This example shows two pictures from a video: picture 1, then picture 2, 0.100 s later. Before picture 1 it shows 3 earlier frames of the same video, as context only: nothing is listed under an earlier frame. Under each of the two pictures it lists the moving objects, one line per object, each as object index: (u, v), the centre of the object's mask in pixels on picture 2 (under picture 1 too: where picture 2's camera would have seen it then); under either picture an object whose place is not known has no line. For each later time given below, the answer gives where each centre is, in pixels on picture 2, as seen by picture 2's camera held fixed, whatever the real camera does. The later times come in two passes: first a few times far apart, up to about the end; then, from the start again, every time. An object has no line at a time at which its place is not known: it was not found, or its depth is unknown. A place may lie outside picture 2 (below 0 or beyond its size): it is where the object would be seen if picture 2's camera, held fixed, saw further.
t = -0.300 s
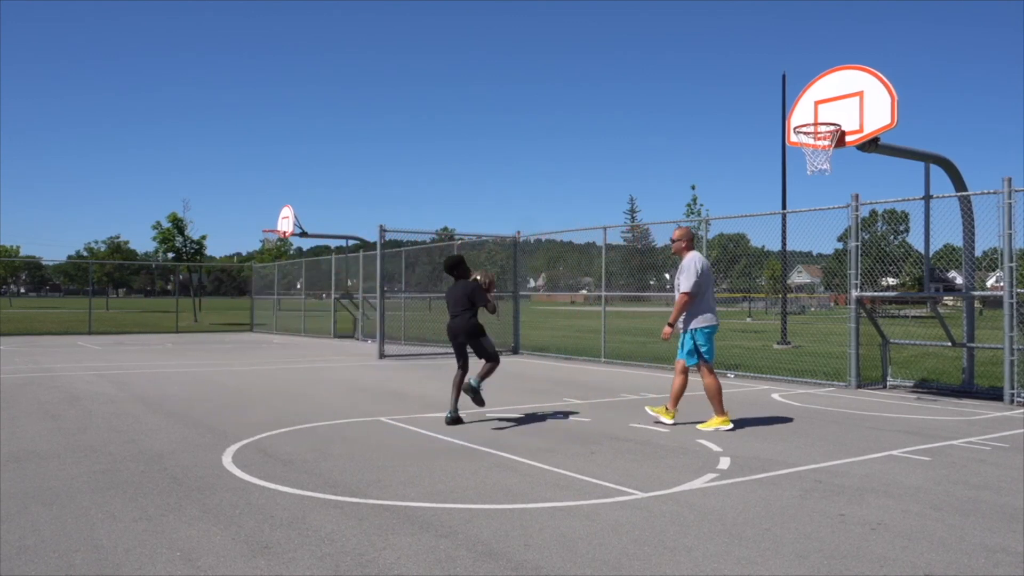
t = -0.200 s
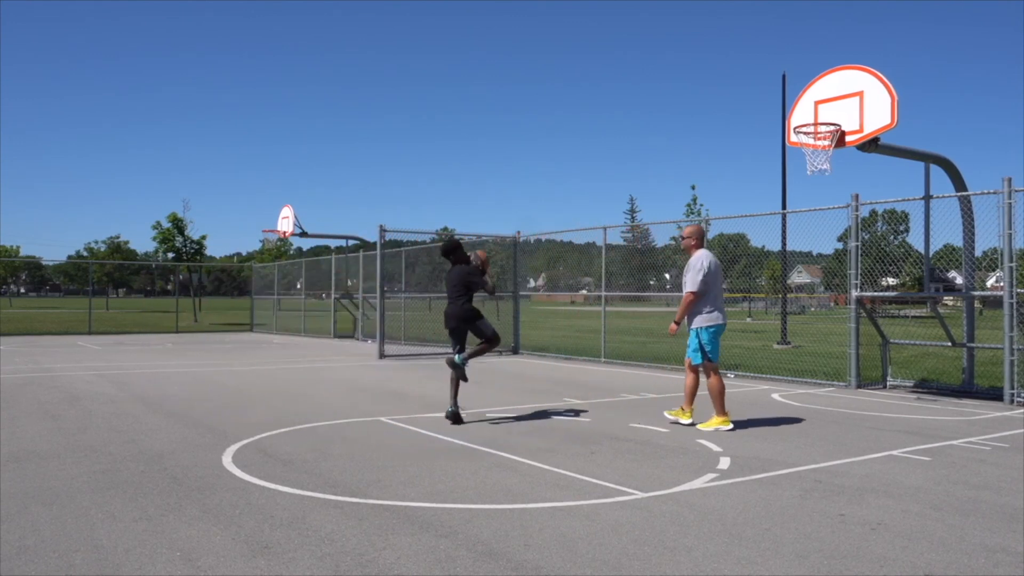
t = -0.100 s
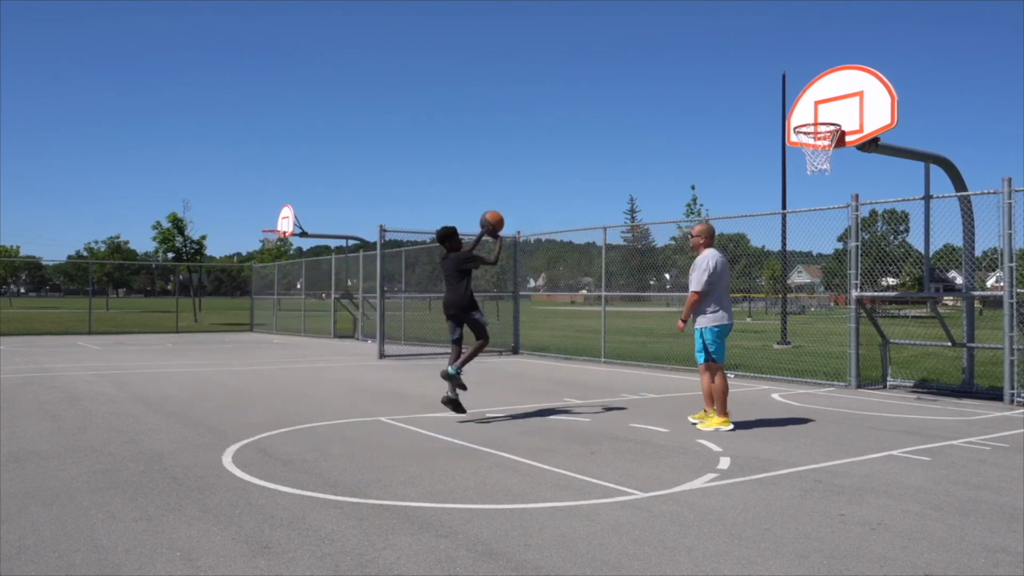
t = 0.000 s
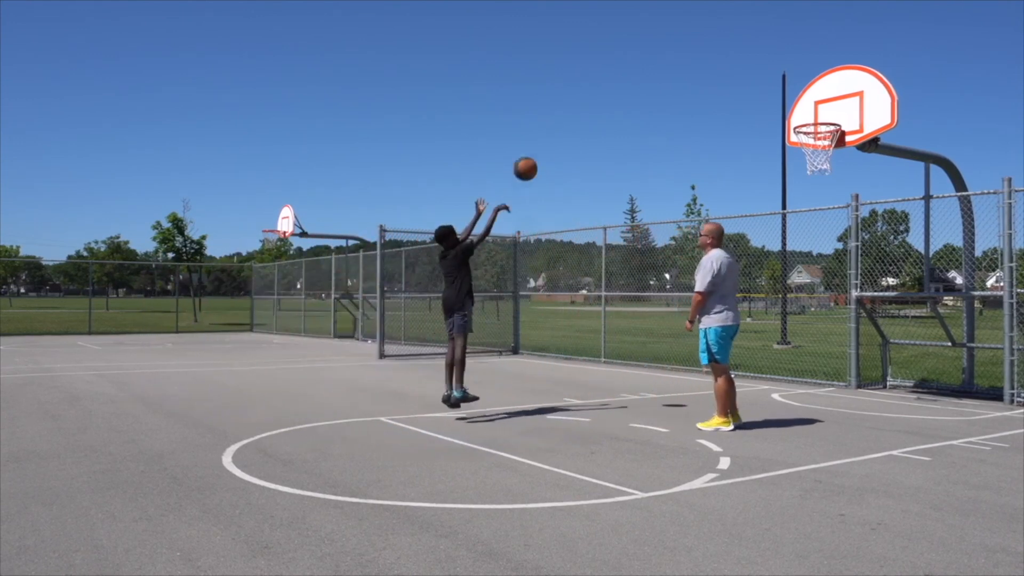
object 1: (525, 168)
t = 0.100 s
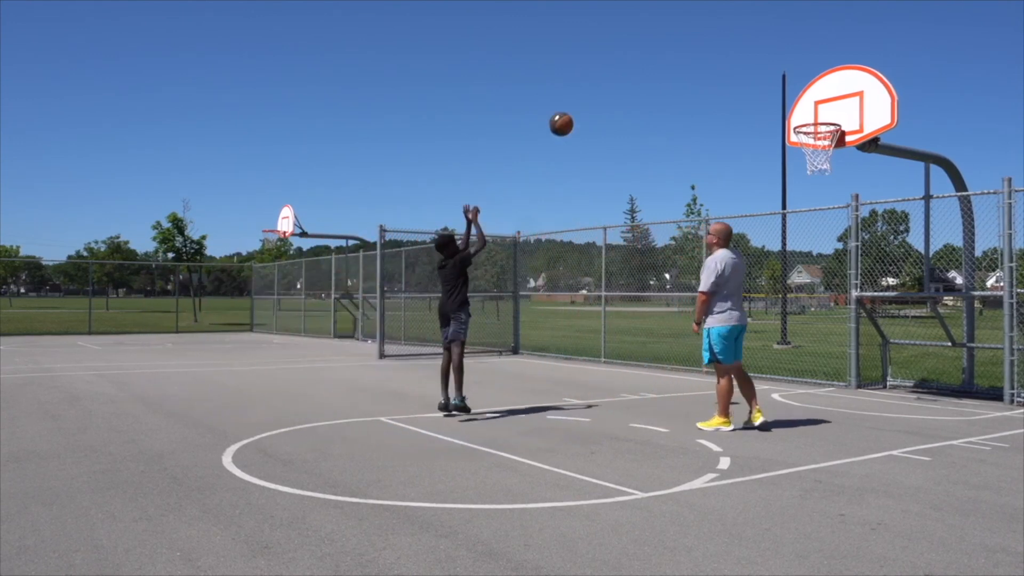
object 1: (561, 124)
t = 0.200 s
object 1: (596, 90)
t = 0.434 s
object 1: (674, 50)
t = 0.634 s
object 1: (738, 57)
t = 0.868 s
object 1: (808, 112)
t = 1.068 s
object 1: (840, 156)
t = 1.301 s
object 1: (842, 203)
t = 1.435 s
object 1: (844, 252)
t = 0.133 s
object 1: (573, 111)
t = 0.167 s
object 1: (584, 100)
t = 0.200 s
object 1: (596, 90)
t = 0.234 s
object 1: (607, 81)
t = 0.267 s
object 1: (619, 73)
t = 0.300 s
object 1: (630, 66)
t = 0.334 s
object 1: (641, 61)
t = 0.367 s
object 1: (652, 56)
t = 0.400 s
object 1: (663, 52)
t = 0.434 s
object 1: (674, 50)
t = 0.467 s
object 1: (685, 48)
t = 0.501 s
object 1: (695, 48)
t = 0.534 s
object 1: (706, 49)
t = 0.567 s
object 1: (716, 50)
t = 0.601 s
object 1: (727, 53)
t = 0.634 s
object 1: (738, 57)
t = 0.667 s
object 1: (748, 62)
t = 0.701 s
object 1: (758, 68)
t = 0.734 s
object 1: (768, 74)
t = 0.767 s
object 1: (779, 82)
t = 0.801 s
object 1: (788, 91)
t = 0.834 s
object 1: (798, 101)
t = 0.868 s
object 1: (808, 112)
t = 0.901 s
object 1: (818, 125)
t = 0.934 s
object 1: (827, 137)
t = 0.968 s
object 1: (835, 147)
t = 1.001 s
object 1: (839, 150)
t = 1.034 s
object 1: (840, 155)
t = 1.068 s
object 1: (840, 156)
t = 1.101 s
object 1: (840, 158)
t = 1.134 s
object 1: (841, 164)
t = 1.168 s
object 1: (841, 170)
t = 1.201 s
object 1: (841, 177)
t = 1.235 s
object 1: (842, 185)
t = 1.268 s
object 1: (842, 193)
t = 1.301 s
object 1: (842, 203)
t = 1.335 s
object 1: (843, 214)
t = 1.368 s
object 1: (843, 226)
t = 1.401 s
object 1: (843, 238)
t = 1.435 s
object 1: (844, 252)
